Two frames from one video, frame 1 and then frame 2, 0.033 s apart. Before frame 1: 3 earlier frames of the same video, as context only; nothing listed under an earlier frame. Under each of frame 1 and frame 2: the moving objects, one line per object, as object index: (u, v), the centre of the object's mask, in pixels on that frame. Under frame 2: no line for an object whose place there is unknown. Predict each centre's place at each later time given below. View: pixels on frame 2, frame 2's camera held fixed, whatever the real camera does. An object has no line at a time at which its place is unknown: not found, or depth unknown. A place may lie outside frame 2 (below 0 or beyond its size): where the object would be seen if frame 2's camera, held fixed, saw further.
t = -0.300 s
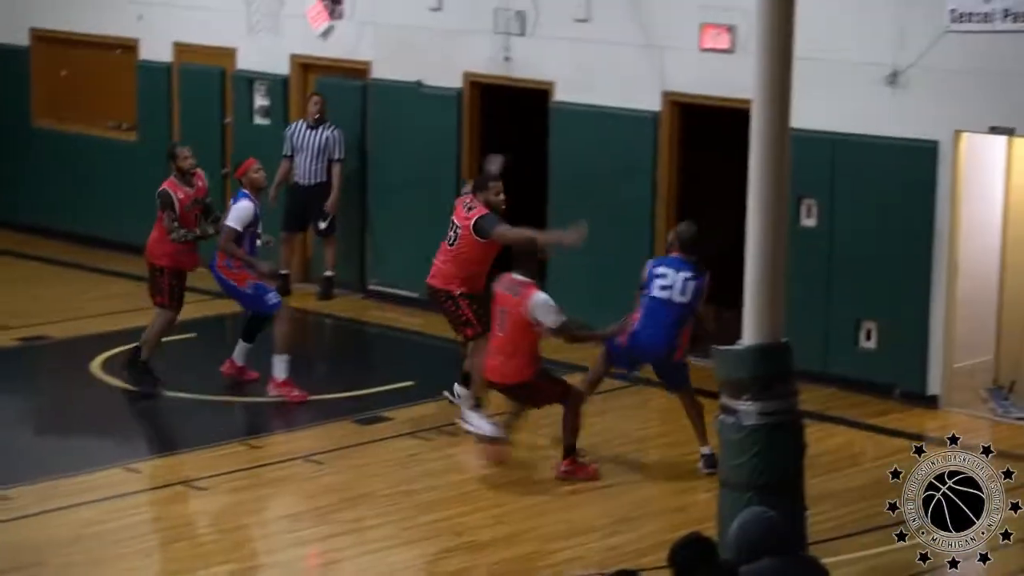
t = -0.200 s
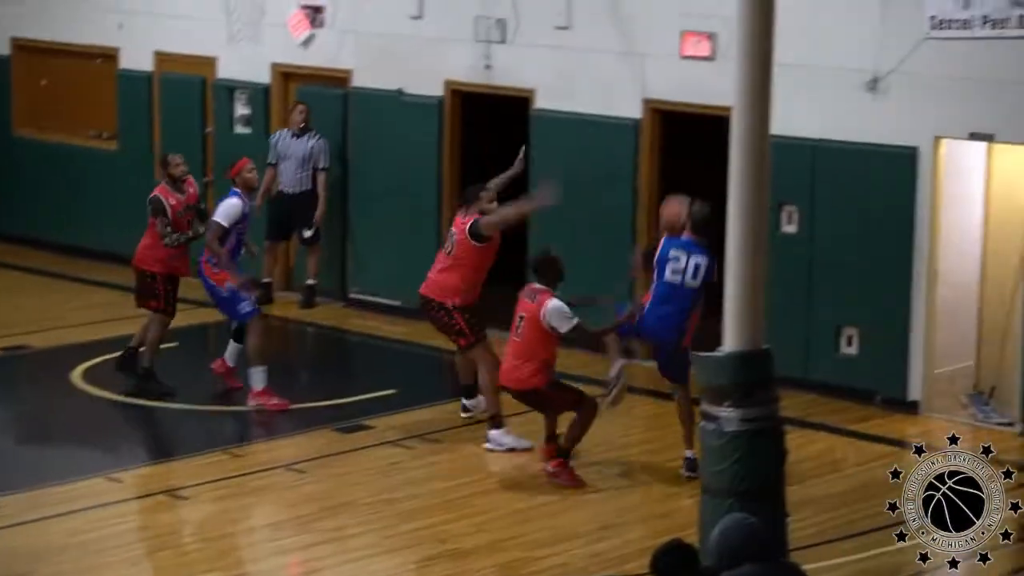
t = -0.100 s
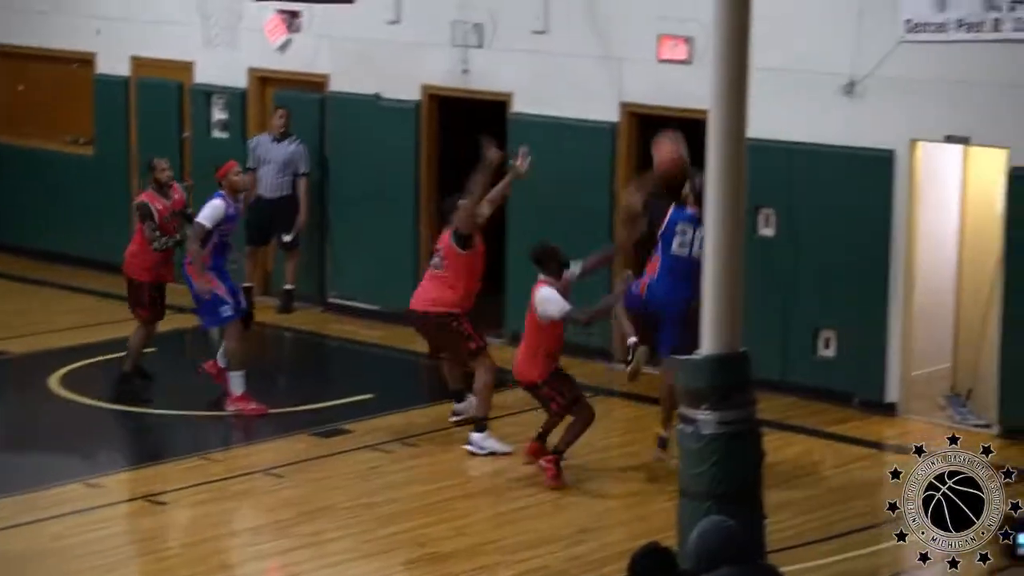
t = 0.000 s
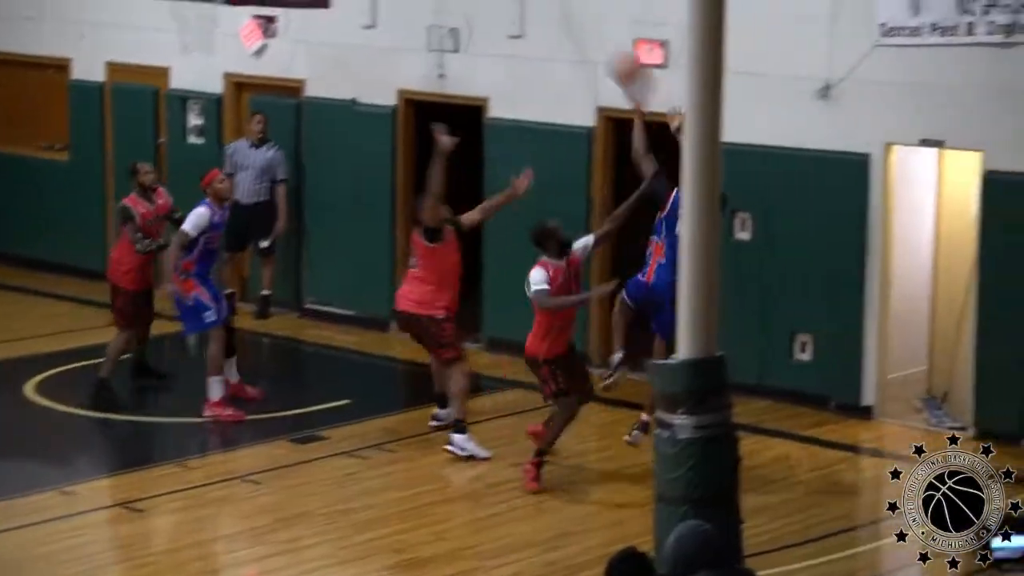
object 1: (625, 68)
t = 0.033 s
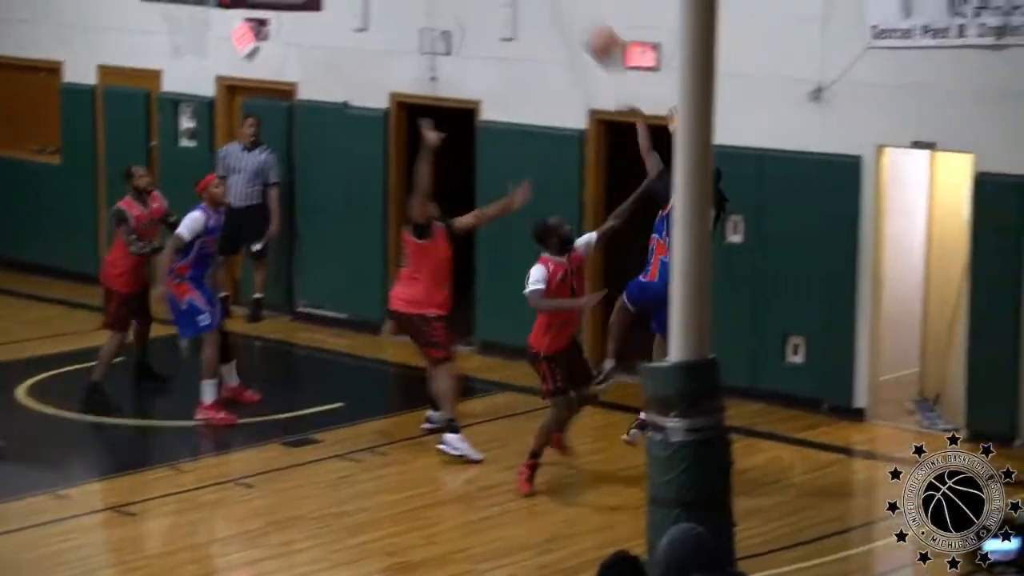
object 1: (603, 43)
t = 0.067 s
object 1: (587, 15)
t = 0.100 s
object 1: (571, -7)
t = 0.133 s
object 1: (556, -27)
